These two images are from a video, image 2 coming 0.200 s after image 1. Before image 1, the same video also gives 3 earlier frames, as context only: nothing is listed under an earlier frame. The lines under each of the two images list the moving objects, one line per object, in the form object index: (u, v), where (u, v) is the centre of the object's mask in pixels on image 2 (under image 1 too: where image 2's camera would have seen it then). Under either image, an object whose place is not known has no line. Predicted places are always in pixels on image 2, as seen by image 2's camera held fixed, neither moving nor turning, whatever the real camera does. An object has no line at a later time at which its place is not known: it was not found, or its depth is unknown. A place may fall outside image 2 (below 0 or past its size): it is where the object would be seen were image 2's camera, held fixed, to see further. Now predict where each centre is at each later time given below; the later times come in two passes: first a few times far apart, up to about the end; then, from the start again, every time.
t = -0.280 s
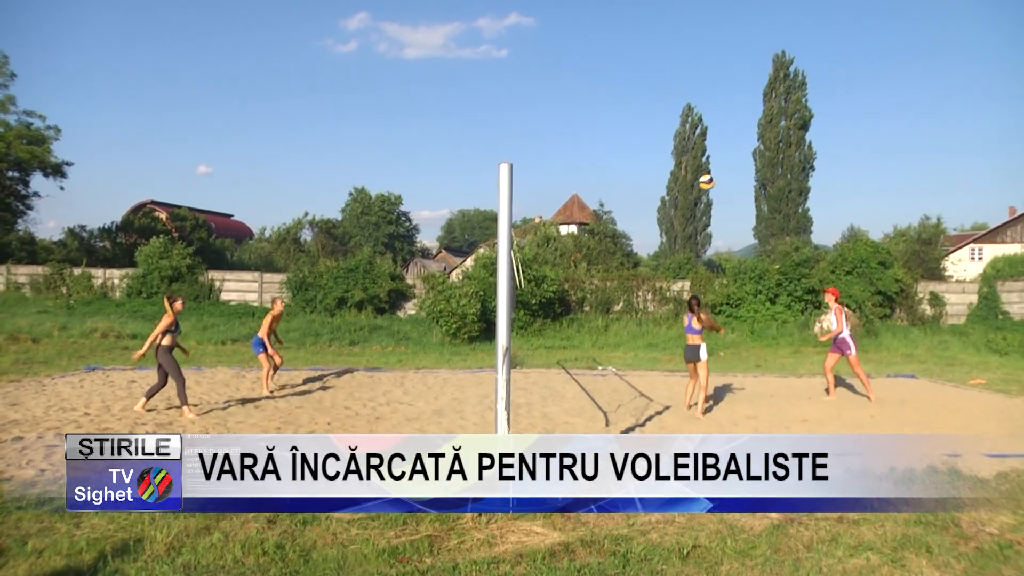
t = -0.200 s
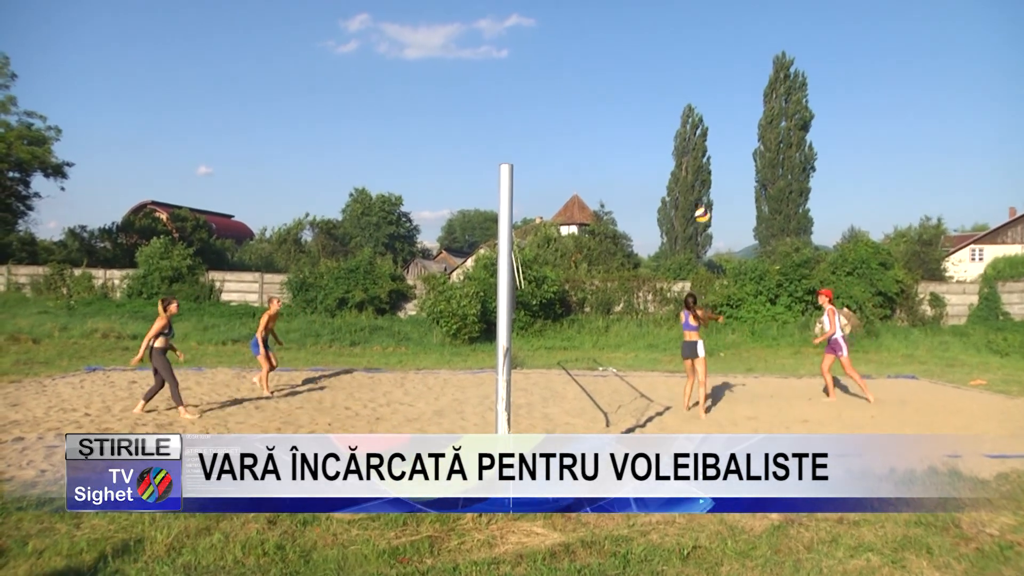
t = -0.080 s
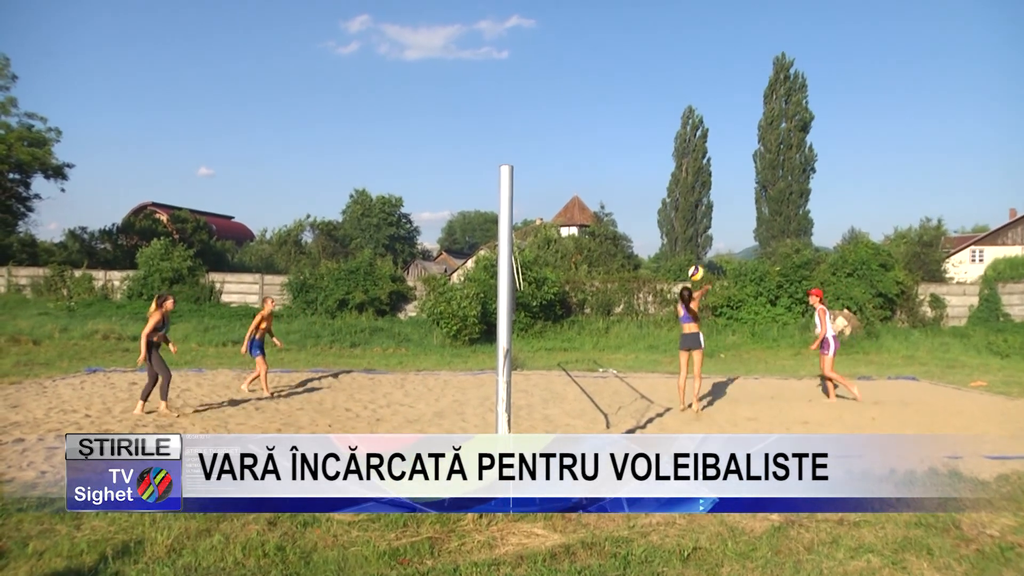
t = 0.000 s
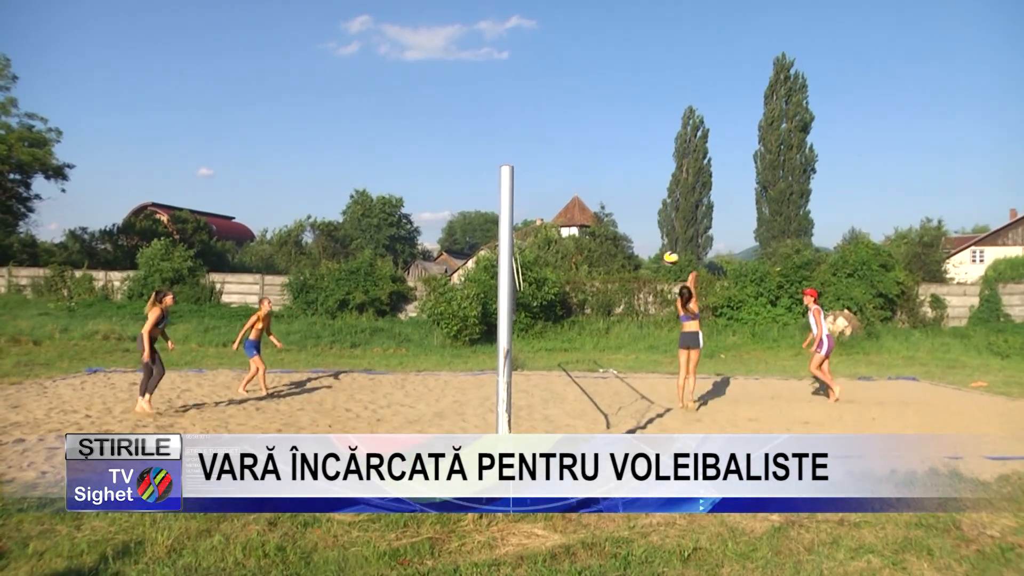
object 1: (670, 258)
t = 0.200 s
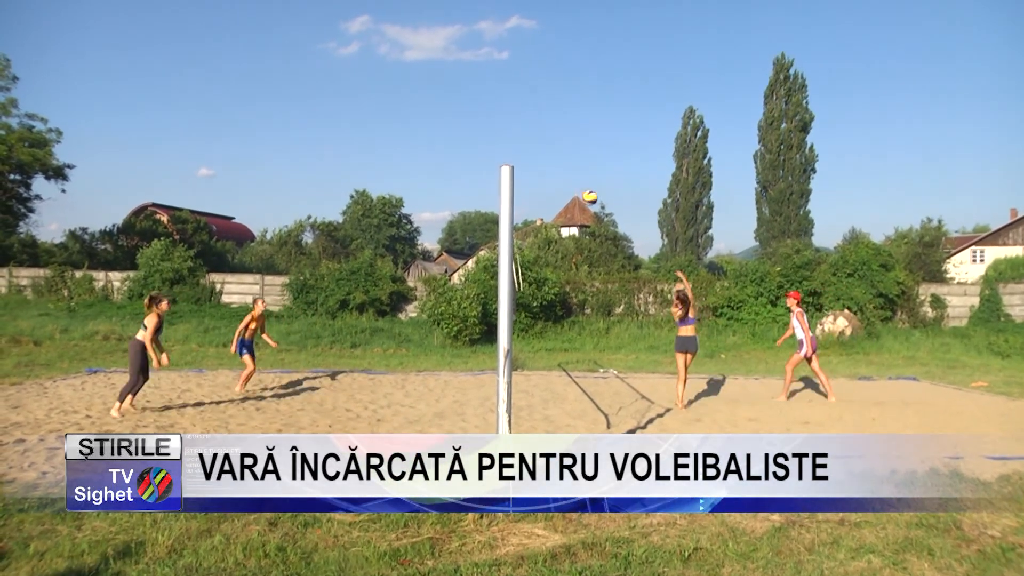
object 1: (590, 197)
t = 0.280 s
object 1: (558, 181)
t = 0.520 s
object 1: (463, 160)
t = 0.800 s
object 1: (356, 185)
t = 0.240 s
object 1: (574, 189)
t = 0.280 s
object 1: (558, 181)
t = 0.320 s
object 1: (542, 175)
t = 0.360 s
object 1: (526, 169)
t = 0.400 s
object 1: (511, 163)
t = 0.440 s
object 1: (494, 162)
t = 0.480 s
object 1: (478, 160)
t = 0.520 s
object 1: (463, 160)
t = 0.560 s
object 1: (447, 160)
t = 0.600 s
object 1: (432, 161)
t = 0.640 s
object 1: (417, 164)
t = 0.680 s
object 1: (401, 167)
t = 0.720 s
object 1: (386, 172)
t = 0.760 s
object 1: (371, 178)
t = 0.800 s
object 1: (356, 185)
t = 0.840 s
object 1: (341, 194)
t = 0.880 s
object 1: (326, 204)
